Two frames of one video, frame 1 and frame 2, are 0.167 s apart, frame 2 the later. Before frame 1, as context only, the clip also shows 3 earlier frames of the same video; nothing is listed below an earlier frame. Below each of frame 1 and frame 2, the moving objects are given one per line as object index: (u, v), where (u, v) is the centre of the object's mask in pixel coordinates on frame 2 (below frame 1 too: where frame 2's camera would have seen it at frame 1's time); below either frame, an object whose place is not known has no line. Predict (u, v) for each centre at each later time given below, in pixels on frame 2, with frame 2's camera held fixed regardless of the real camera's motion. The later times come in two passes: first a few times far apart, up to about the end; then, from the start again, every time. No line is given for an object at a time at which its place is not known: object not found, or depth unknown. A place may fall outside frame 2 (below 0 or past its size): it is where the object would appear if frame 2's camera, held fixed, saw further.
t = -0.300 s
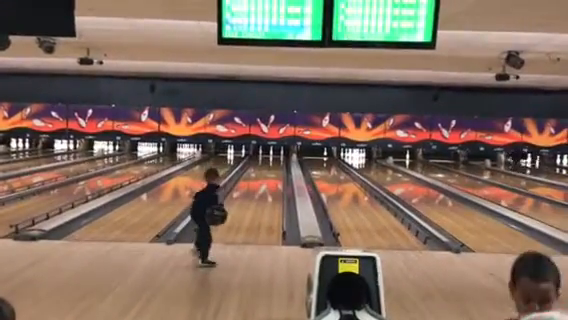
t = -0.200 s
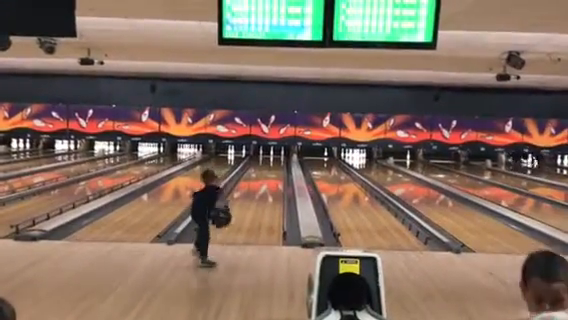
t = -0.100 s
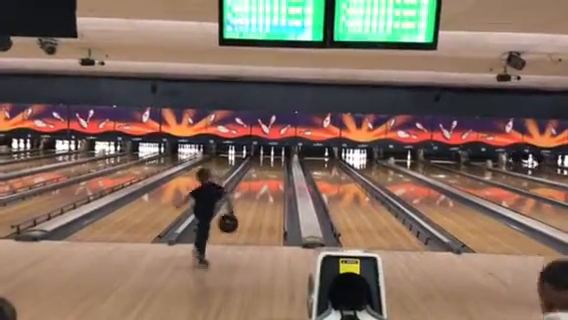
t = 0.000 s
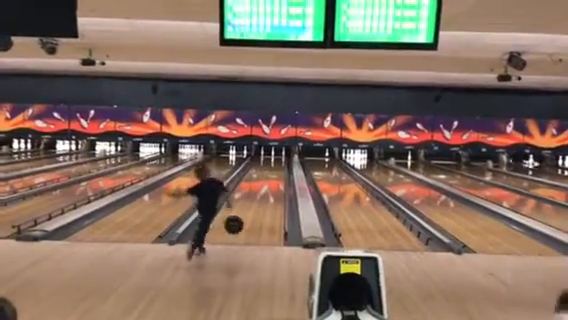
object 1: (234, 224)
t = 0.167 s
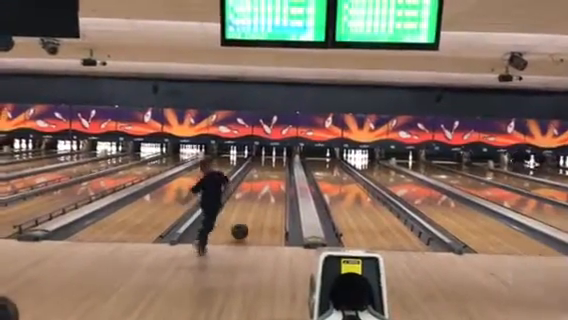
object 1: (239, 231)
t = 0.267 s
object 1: (242, 224)
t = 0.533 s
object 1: (248, 216)
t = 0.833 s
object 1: (253, 206)
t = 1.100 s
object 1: (258, 197)
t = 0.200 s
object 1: (240, 228)
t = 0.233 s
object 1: (241, 225)
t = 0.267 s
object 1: (242, 224)
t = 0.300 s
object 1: (243, 223)
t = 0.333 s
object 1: (243, 222)
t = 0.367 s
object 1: (245, 222)
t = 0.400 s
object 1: (245, 220)
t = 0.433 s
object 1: (246, 220)
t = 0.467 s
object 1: (247, 218)
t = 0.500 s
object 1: (248, 217)
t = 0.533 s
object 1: (248, 216)
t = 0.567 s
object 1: (249, 215)
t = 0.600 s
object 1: (250, 212)
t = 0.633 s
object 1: (250, 211)
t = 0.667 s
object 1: (250, 211)
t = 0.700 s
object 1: (251, 209)
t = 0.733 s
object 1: (252, 208)
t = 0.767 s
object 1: (252, 208)
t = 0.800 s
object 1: (253, 206)
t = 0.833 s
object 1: (253, 206)
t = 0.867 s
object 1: (254, 205)
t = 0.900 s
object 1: (254, 204)
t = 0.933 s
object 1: (255, 202)
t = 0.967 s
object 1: (256, 202)
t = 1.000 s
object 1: (256, 202)
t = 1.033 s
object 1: (257, 200)
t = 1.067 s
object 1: (257, 198)
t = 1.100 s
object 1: (258, 197)
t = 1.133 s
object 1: (257, 197)
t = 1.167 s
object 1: (258, 196)
